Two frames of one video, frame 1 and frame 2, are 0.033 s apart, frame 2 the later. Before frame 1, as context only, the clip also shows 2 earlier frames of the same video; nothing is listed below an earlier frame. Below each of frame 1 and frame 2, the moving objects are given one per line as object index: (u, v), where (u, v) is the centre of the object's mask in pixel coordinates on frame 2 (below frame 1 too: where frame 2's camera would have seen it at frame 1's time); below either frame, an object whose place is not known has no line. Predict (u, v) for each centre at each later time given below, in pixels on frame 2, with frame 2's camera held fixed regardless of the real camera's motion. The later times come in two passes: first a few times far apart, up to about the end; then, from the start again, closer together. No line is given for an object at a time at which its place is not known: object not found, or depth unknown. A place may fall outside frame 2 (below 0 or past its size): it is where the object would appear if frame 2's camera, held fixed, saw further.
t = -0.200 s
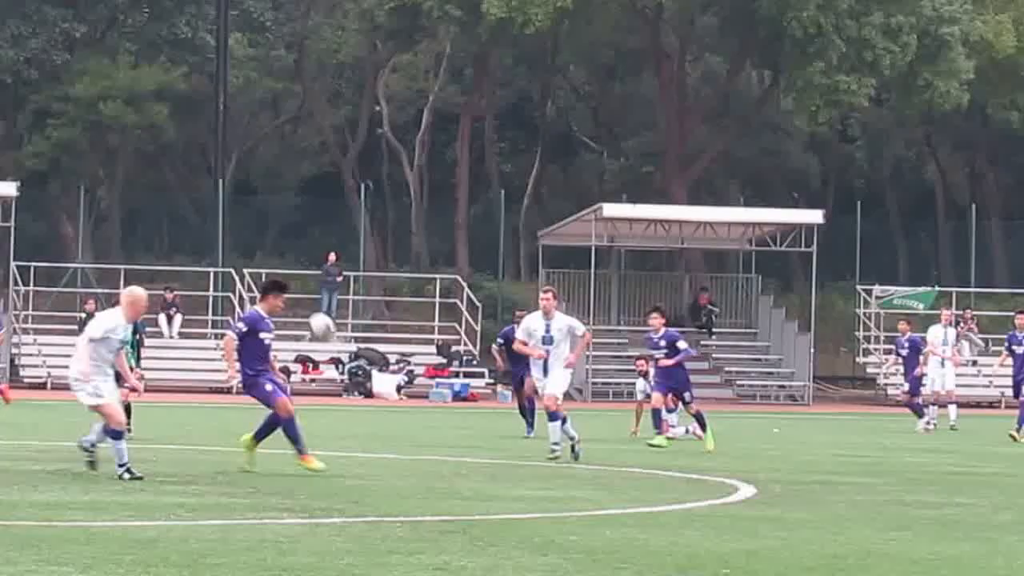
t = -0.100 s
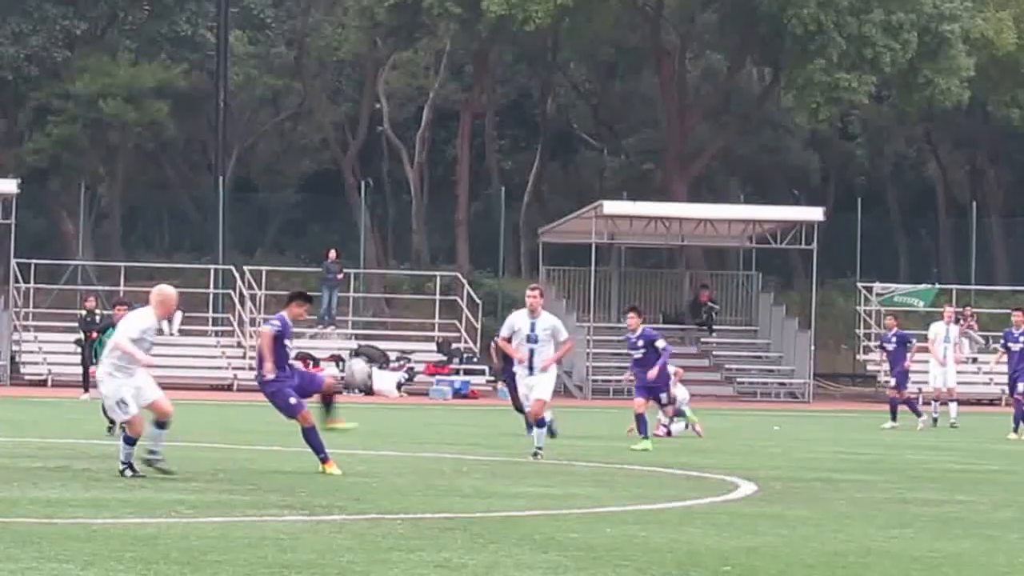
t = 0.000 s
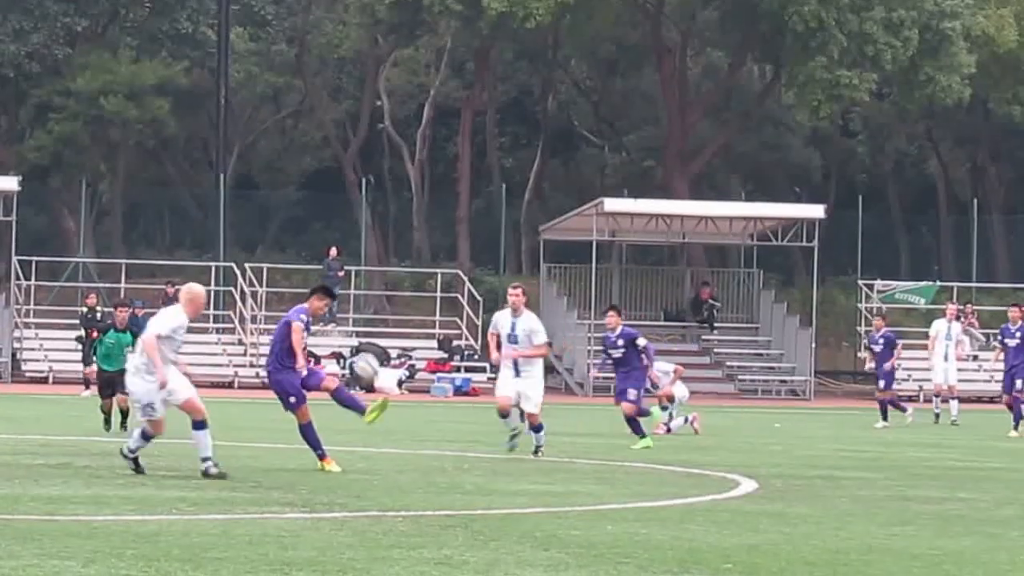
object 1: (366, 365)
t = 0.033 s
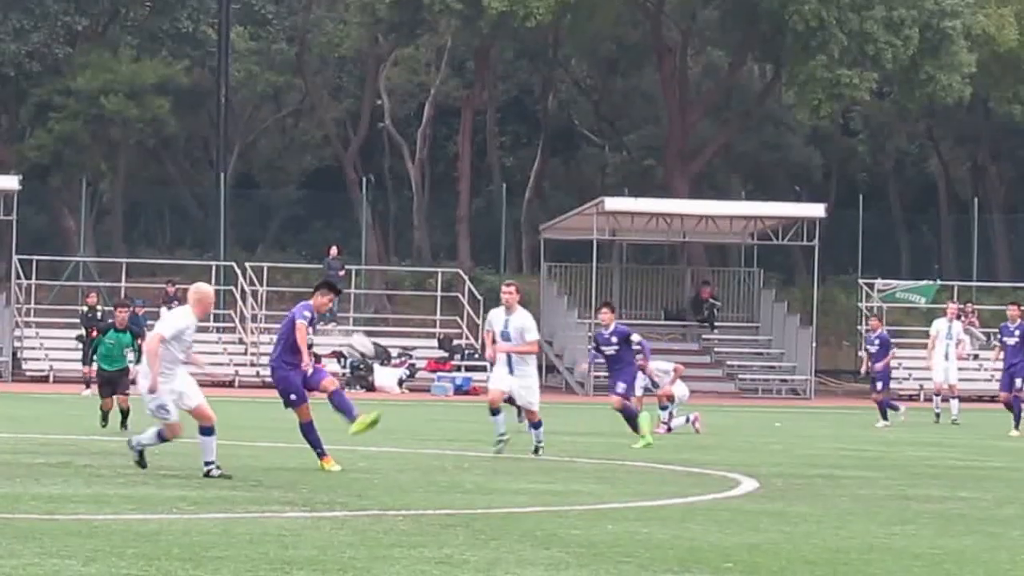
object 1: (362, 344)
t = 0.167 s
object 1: (327, 281)
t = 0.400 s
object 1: (248, 212)
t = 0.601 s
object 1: (154, 213)
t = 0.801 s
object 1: (30, 284)
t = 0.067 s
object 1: (352, 327)
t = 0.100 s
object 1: (344, 310)
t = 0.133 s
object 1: (335, 296)
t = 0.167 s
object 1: (327, 281)
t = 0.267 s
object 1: (297, 241)
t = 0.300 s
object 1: (285, 233)
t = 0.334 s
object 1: (274, 225)
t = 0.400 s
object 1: (248, 212)
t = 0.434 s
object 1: (234, 208)
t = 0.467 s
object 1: (220, 205)
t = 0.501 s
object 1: (203, 204)
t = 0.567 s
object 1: (172, 208)
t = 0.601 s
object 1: (154, 213)
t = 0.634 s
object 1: (135, 219)
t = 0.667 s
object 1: (116, 227)
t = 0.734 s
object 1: (76, 249)
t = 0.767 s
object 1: (55, 265)
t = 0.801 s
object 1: (30, 284)
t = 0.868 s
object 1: (-21, 325)
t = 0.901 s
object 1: (-46, 350)
